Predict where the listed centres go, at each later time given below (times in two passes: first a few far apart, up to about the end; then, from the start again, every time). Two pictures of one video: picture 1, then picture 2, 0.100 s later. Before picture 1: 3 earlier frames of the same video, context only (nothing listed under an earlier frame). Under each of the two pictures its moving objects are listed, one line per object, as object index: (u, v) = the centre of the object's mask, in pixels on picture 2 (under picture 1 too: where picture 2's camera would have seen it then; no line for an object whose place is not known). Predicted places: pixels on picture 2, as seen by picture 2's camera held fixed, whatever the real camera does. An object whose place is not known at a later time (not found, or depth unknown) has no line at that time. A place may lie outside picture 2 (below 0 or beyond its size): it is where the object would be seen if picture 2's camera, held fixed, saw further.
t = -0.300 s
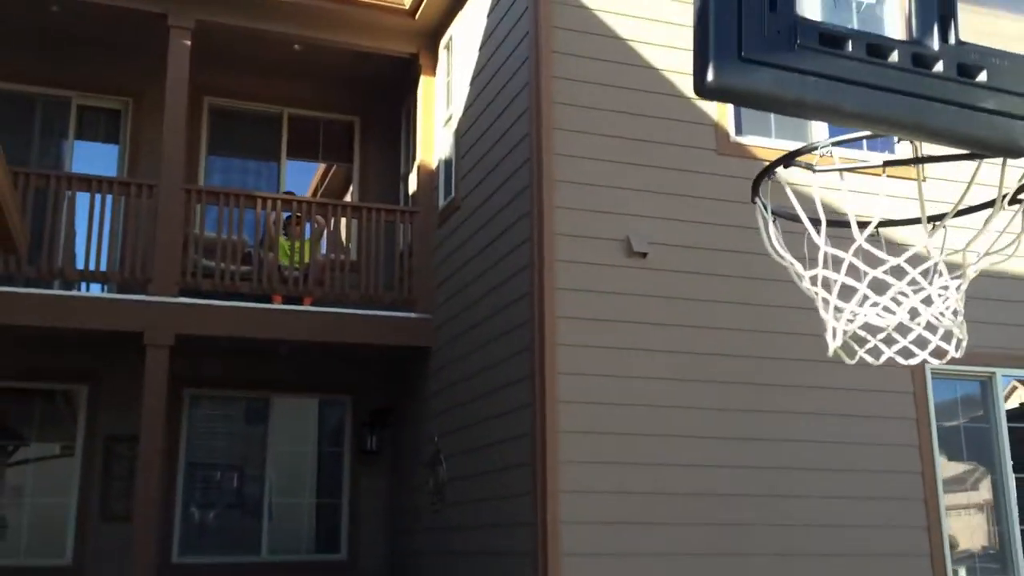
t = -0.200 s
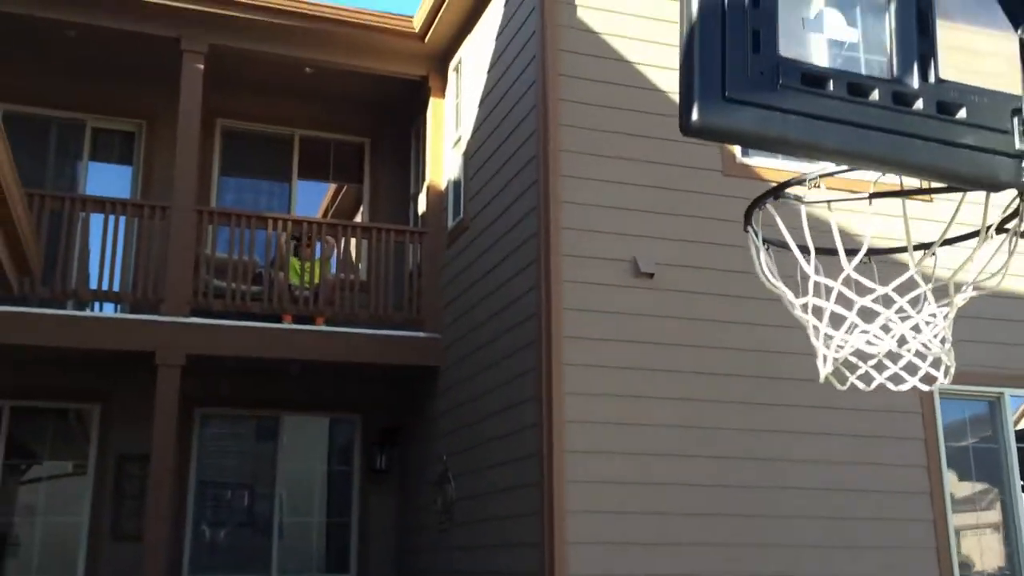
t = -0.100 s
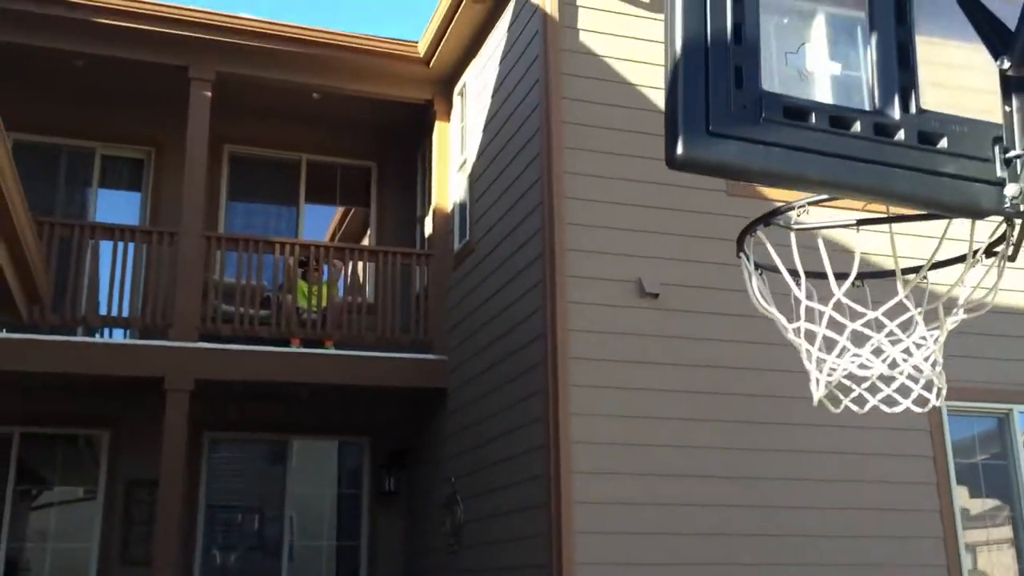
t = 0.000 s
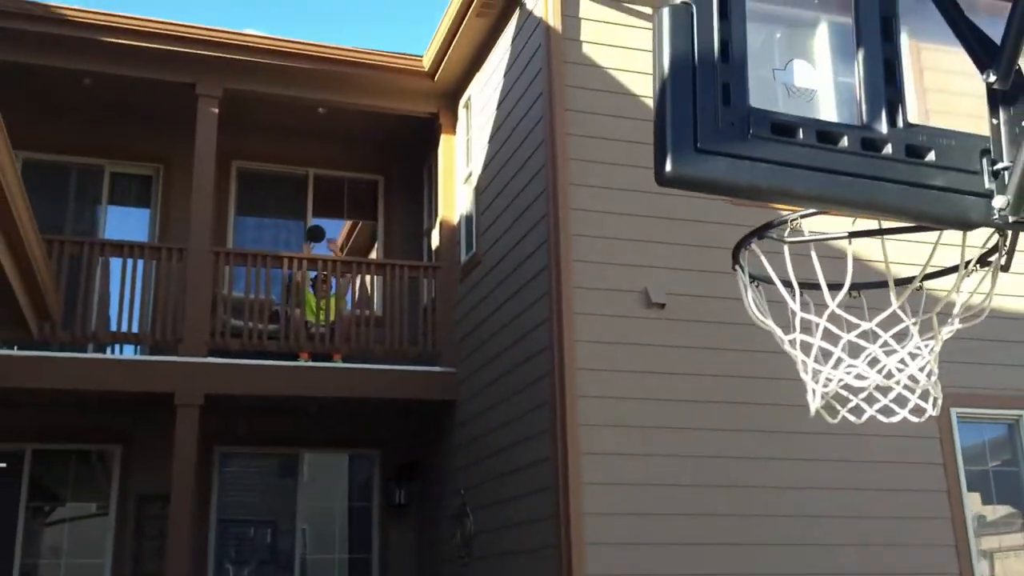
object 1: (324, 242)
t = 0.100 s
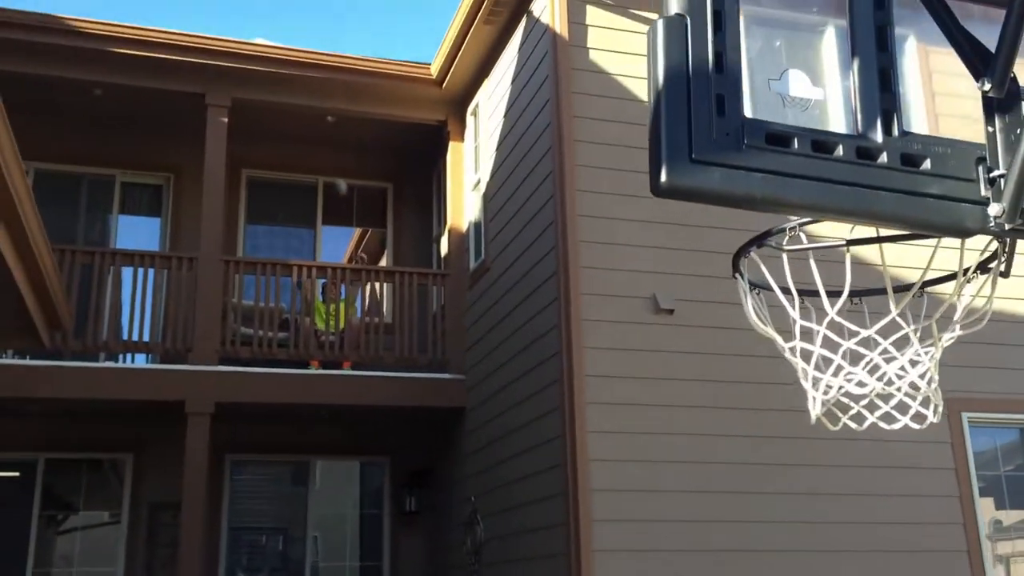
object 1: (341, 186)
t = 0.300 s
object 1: (365, 99)
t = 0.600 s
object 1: (426, 7)
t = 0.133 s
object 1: (342, 172)
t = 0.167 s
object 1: (347, 155)
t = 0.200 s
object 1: (350, 140)
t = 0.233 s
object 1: (354, 124)
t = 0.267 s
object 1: (359, 110)
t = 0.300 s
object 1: (365, 99)
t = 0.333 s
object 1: (371, 85)
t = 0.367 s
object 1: (376, 72)
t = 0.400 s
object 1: (382, 60)
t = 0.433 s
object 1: (388, 49)
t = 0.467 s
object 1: (394, 39)
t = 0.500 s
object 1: (401, 29)
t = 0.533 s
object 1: (408, 21)
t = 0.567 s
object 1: (417, 13)
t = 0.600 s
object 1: (426, 7)
